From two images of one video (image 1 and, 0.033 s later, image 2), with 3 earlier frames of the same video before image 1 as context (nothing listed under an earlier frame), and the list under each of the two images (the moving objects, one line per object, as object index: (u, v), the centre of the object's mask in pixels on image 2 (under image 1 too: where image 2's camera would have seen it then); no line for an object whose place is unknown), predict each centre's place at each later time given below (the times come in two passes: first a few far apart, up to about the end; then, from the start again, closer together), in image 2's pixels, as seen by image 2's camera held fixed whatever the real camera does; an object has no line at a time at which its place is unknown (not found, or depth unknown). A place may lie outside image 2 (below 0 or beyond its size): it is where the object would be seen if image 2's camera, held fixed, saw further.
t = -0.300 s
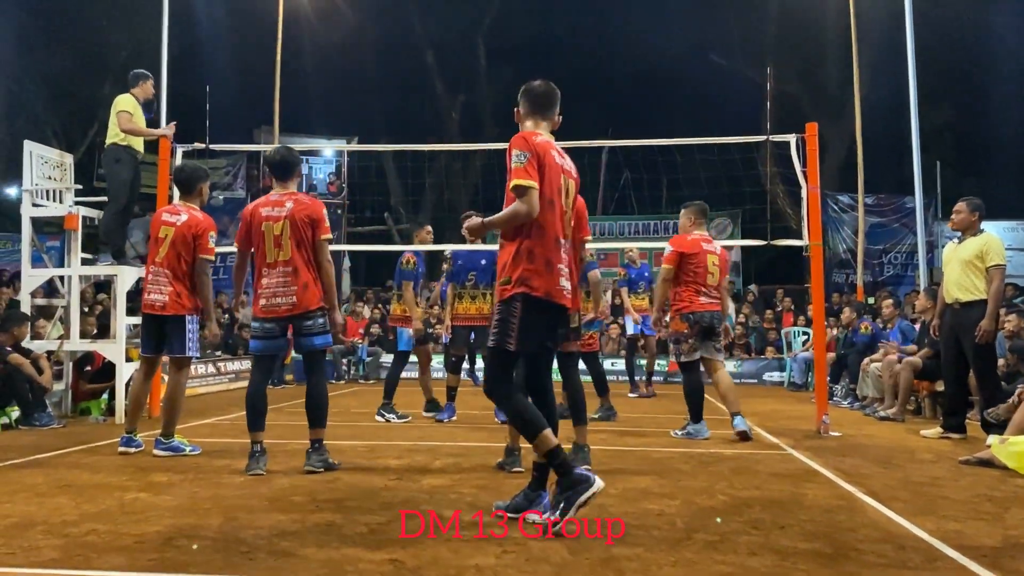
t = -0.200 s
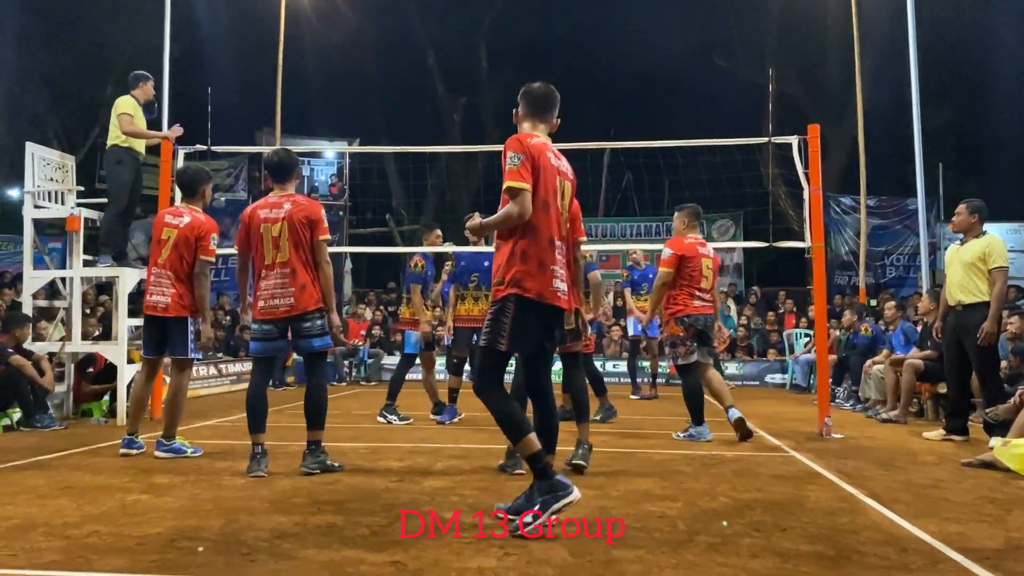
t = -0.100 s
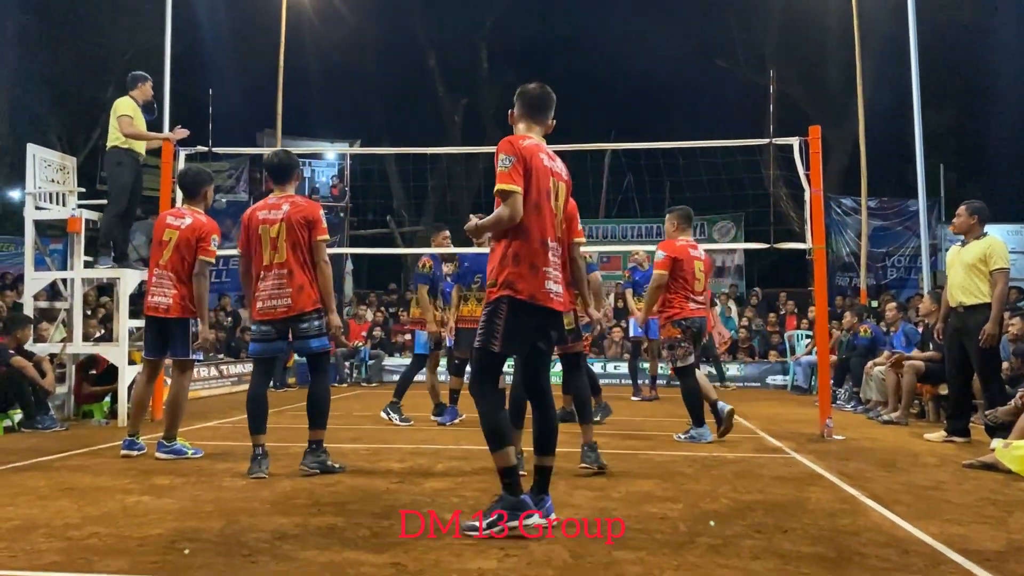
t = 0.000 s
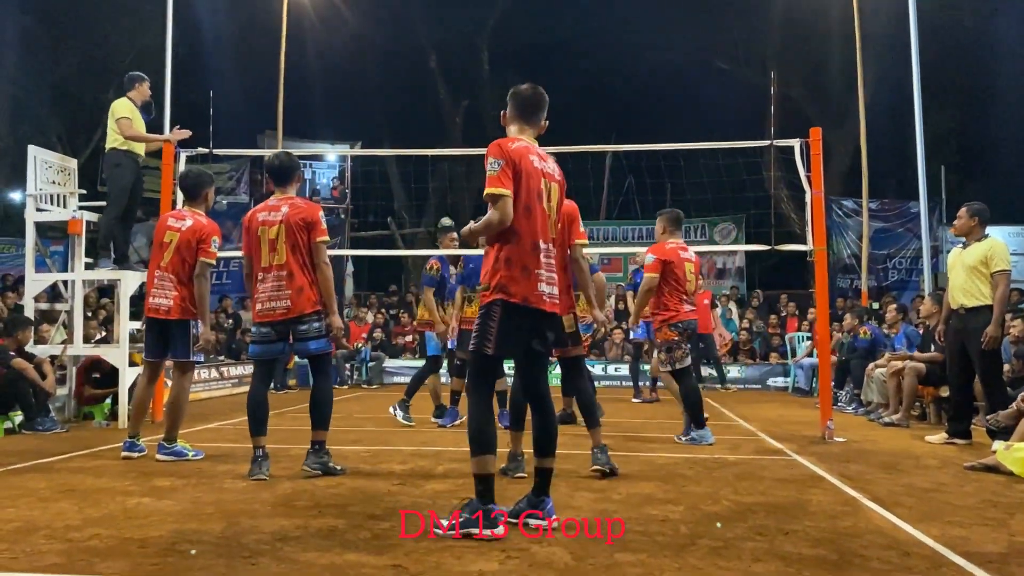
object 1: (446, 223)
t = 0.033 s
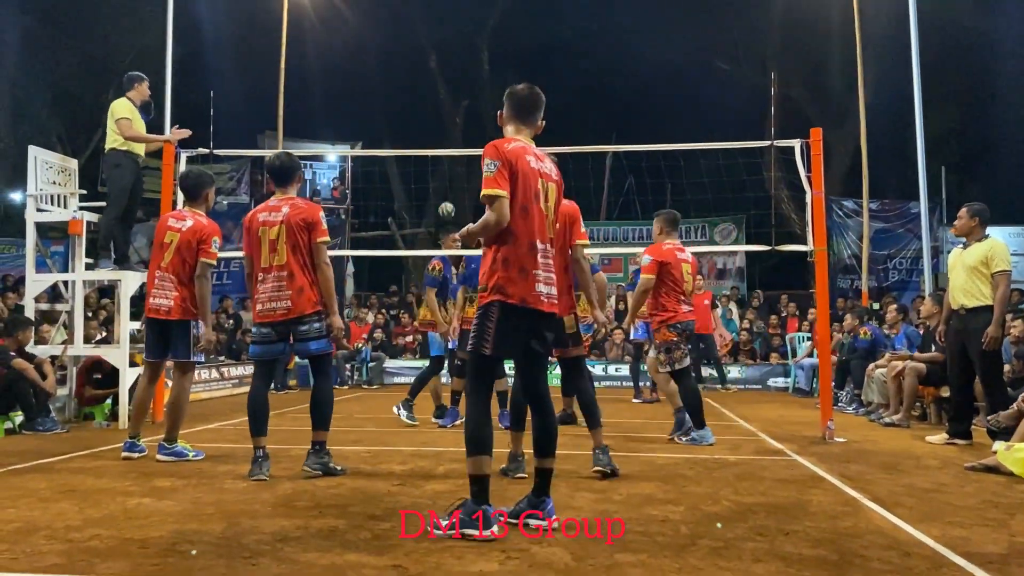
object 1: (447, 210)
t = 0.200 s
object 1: (448, 135)
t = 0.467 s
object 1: (447, 48)
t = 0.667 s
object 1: (442, 13)
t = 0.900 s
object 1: (430, 20)
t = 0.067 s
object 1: (447, 195)
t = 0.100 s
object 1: (447, 178)
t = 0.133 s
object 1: (447, 163)
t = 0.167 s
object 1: (447, 145)
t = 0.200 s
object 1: (448, 135)
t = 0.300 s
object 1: (448, 98)
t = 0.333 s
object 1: (448, 87)
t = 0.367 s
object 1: (448, 77)
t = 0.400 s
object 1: (448, 66)
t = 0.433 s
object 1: (448, 56)
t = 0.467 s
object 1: (447, 48)
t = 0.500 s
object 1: (447, 40)
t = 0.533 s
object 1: (446, 33)
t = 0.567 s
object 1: (445, 27)
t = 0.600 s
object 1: (444, 22)
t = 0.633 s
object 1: (443, 17)
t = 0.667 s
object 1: (442, 13)
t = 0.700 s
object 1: (441, 11)
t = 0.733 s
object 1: (439, 10)
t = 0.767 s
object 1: (438, 9)
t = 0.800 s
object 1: (436, 10)
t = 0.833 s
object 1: (434, 12)
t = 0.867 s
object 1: (433, 15)
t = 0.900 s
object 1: (430, 20)
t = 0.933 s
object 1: (428, 27)
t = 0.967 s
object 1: (425, 34)
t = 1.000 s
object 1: (423, 43)
